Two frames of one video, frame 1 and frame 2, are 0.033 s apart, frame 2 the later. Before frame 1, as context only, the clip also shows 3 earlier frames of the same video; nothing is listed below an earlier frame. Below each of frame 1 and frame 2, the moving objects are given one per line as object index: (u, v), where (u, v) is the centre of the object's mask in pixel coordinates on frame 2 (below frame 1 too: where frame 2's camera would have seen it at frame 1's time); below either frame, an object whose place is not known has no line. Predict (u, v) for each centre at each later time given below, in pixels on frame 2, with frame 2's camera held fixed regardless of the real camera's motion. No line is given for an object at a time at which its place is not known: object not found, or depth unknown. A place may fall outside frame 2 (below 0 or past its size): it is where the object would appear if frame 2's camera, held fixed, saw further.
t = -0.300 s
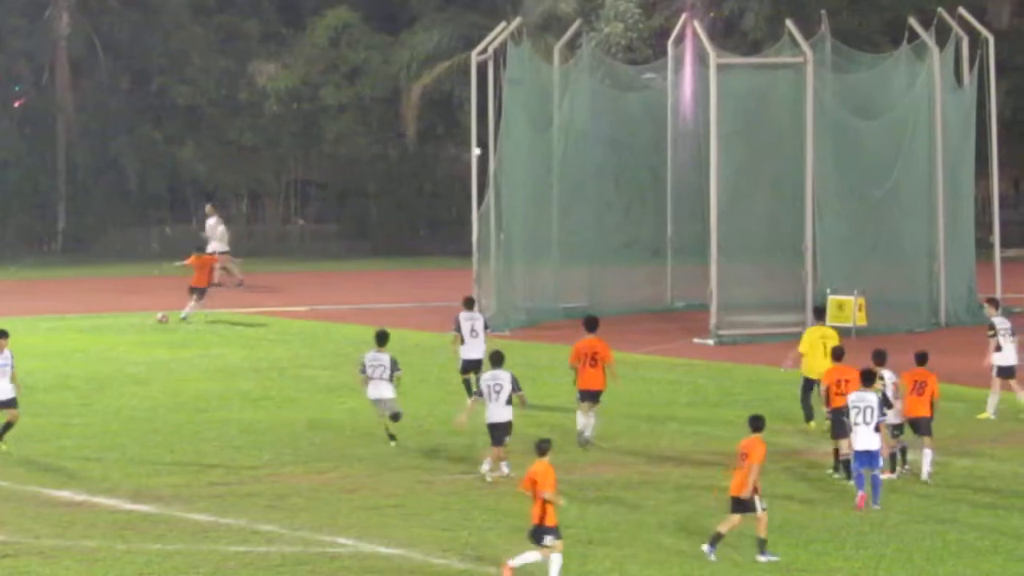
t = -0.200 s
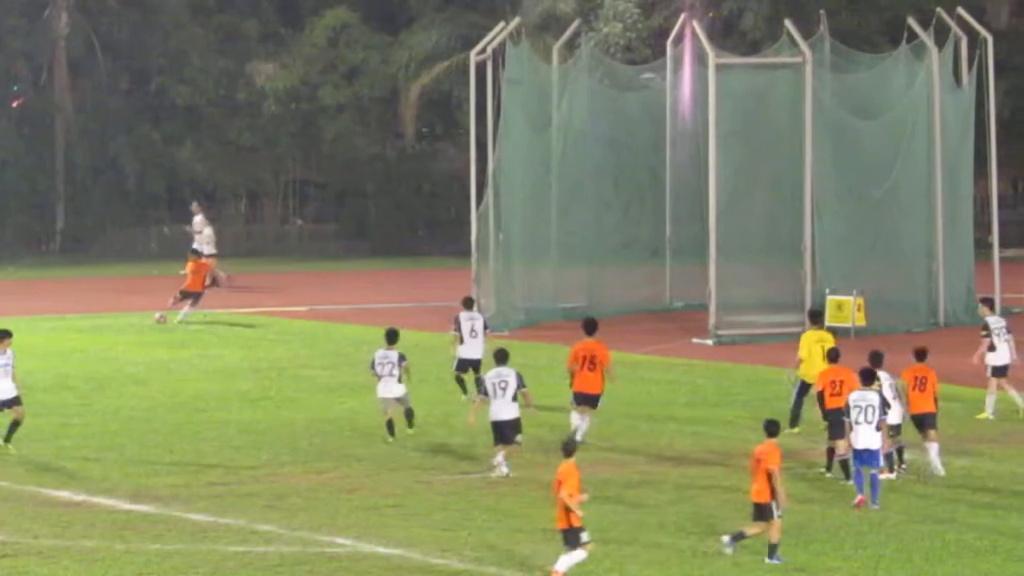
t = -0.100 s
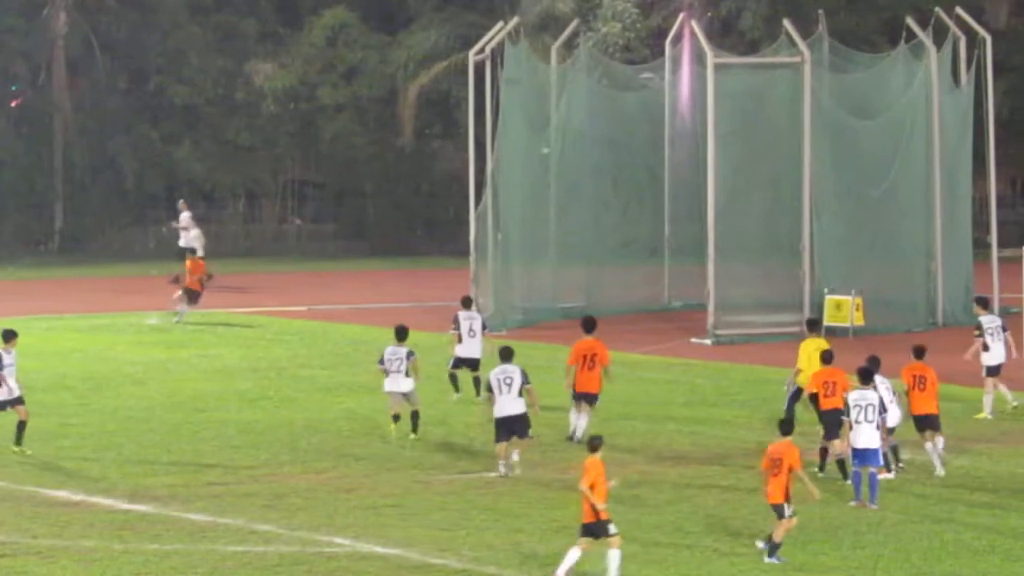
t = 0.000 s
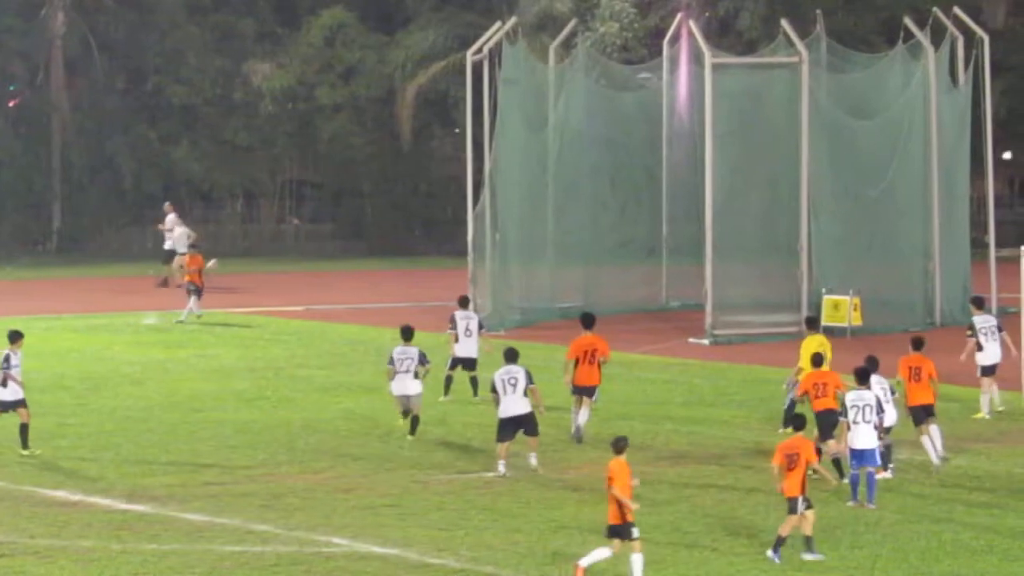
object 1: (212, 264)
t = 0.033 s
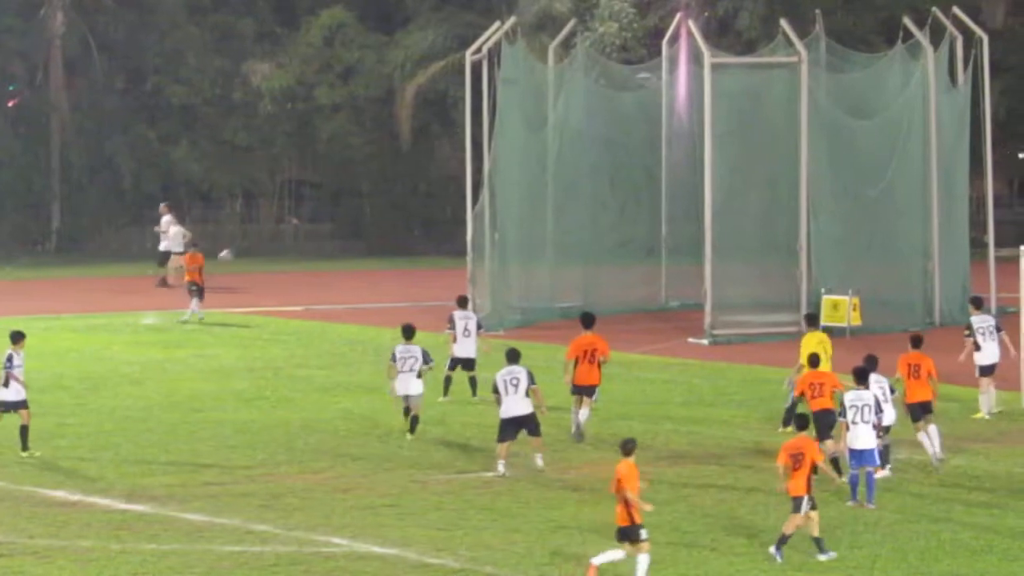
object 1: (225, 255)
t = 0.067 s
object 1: (240, 246)
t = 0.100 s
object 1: (254, 237)
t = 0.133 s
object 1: (267, 229)
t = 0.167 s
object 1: (282, 223)
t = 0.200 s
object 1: (293, 215)
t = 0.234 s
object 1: (305, 210)
